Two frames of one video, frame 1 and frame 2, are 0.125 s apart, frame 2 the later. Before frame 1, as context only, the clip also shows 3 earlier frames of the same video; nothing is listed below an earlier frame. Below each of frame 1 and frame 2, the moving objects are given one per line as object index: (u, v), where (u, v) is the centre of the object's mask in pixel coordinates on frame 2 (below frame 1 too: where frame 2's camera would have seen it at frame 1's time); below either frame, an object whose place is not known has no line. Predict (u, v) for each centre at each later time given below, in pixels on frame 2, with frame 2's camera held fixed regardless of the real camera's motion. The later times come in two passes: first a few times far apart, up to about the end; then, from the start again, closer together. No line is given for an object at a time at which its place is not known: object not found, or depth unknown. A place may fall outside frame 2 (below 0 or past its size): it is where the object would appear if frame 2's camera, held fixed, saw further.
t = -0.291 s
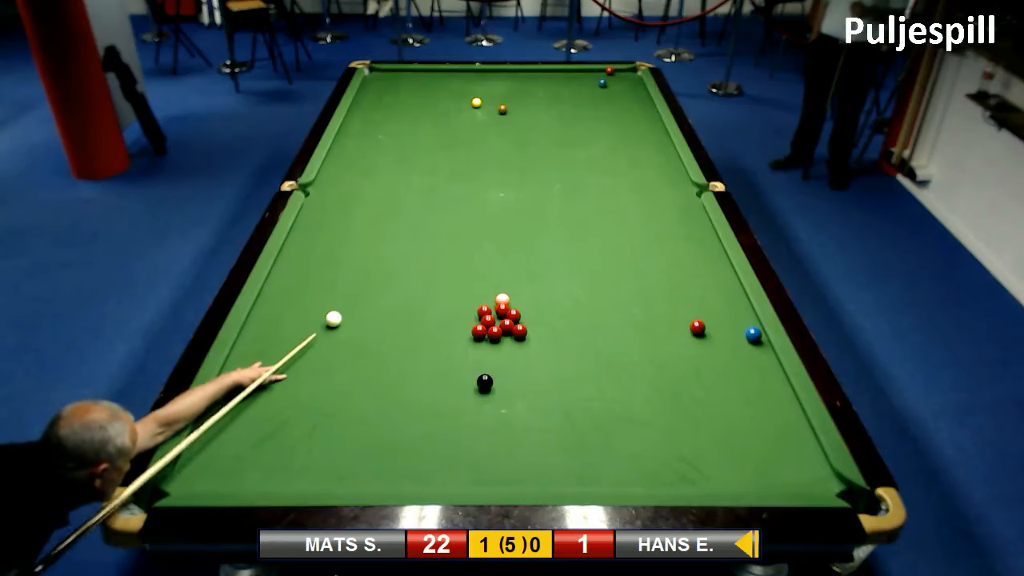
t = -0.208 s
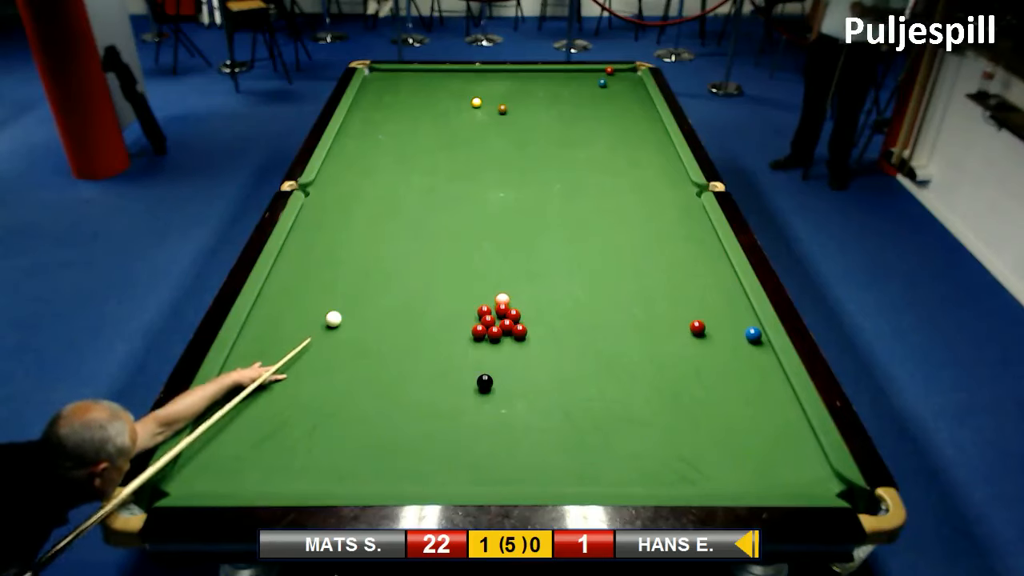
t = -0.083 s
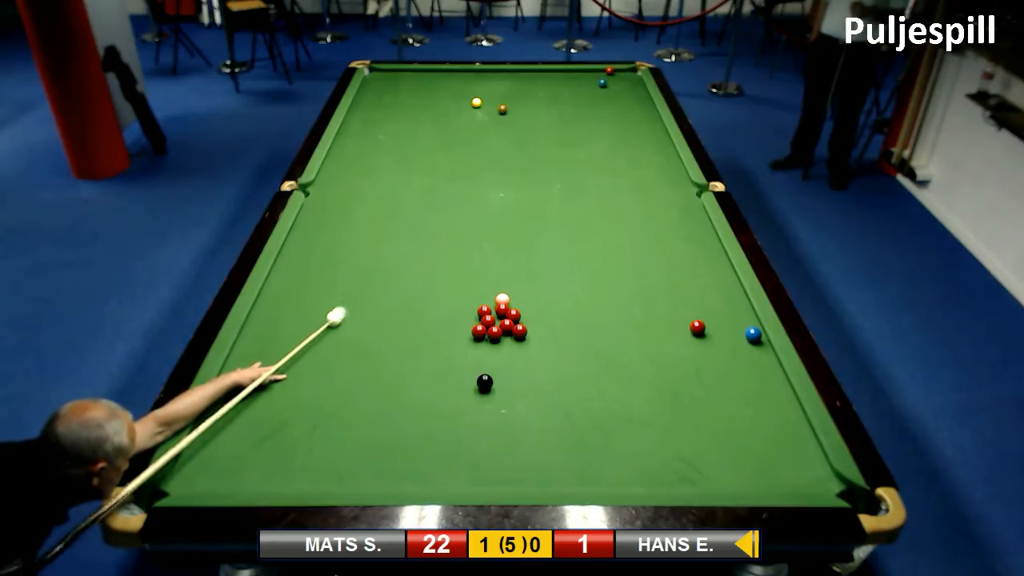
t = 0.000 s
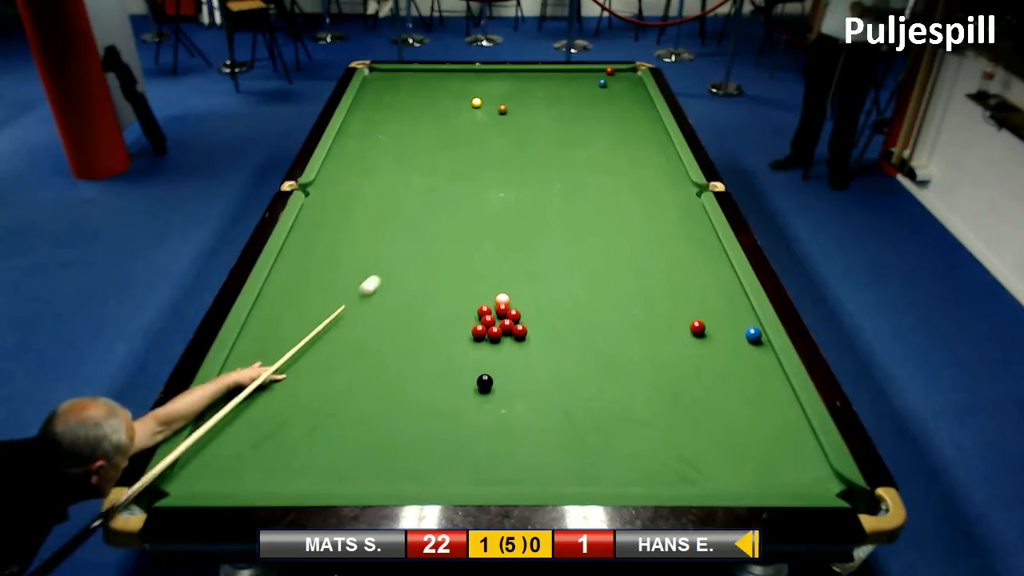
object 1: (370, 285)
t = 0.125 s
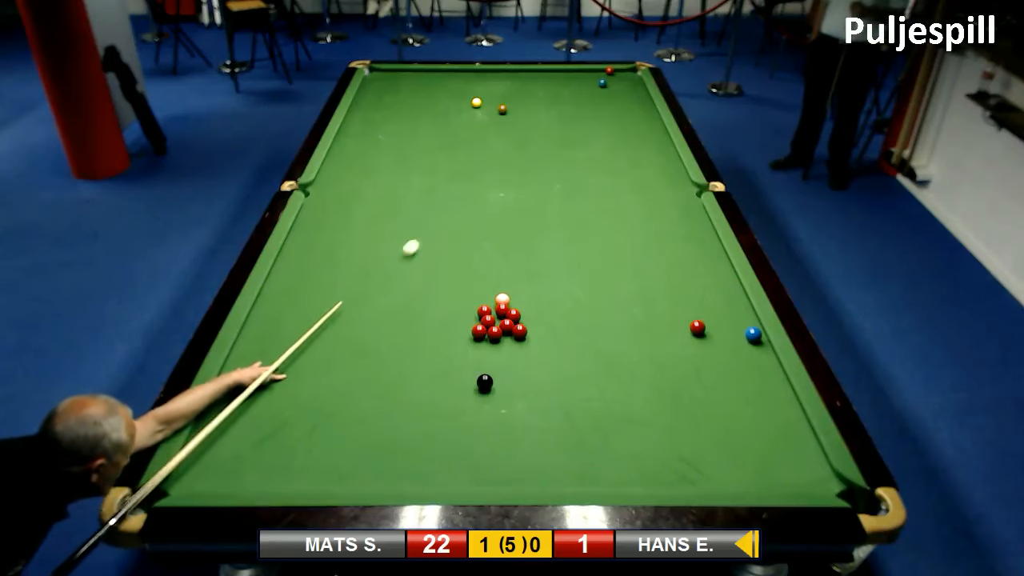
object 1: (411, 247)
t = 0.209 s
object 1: (431, 228)
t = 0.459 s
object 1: (482, 181)
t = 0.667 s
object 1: (516, 149)
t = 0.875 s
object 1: (545, 123)
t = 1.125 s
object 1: (574, 96)
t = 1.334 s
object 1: (594, 77)
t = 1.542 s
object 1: (607, 78)
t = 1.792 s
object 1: (623, 94)
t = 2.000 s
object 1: (638, 109)
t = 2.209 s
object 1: (653, 124)
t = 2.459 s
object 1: (666, 144)
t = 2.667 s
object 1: (669, 160)
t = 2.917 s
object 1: (672, 181)
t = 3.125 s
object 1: (674, 200)
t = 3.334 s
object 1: (677, 220)
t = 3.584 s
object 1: (680, 247)
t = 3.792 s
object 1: (683, 270)
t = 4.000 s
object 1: (686, 296)
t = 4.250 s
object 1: (683, 322)
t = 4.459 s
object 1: (670, 331)
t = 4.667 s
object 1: (657, 341)
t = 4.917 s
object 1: (642, 352)
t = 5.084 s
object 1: (632, 359)
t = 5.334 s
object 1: (619, 369)
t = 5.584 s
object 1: (607, 378)
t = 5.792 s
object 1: (597, 385)
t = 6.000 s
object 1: (589, 392)
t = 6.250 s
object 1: (579, 399)
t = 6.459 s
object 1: (573, 404)
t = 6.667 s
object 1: (567, 409)
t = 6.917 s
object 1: (563, 413)
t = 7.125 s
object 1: (559, 415)
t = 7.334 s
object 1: (557, 417)
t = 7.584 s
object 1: (555, 418)
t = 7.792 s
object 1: (554, 418)
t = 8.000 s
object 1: (554, 418)
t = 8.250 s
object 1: (555, 418)
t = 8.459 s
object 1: (555, 418)
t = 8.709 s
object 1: (555, 418)
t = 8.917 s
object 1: (555, 418)
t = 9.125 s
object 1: (555, 418)
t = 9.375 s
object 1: (555, 418)
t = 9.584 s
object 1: (555, 418)
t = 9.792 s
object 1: (555, 418)
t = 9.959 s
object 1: (555, 418)
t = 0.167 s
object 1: (421, 237)
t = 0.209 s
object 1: (431, 228)
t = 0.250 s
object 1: (441, 220)
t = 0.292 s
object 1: (449, 211)
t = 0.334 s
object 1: (458, 203)
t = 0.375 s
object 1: (467, 195)
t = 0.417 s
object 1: (474, 188)
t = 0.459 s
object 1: (482, 181)
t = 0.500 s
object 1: (489, 174)
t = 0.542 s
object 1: (496, 168)
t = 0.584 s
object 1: (503, 161)
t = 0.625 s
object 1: (510, 156)
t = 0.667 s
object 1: (516, 149)
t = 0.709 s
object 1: (523, 144)
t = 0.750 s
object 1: (528, 138)
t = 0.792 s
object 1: (534, 133)
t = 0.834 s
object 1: (540, 128)
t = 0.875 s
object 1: (545, 123)
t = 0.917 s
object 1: (550, 118)
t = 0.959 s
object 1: (555, 113)
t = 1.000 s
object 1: (560, 109)
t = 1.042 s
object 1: (565, 104)
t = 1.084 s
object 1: (569, 100)
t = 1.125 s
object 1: (574, 96)
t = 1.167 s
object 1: (578, 92)
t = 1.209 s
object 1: (582, 88)
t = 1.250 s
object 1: (586, 84)
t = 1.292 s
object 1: (590, 81)
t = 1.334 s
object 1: (594, 77)
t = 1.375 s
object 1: (597, 73)
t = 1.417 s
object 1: (601, 70)
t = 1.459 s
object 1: (603, 72)
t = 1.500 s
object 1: (605, 75)
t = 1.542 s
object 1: (607, 78)
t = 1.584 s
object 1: (610, 81)
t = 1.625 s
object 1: (612, 84)
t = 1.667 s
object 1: (615, 86)
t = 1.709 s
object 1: (618, 89)
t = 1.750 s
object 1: (620, 92)
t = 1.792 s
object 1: (623, 94)
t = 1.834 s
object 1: (626, 97)
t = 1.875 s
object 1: (629, 100)
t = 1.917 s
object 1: (632, 103)
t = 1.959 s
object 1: (635, 106)
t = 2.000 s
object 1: (638, 109)
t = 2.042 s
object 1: (640, 112)
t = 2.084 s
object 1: (643, 115)
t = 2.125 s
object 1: (647, 118)
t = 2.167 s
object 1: (650, 121)
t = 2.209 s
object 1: (653, 124)
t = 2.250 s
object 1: (656, 127)
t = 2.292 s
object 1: (659, 131)
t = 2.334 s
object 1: (663, 134)
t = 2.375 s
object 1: (665, 137)
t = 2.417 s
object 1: (666, 140)
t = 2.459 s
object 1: (666, 144)
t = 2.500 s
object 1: (667, 147)
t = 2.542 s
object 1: (667, 150)
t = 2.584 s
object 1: (668, 153)
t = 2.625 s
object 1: (668, 157)
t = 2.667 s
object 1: (669, 160)
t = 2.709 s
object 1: (669, 163)
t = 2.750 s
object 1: (669, 167)
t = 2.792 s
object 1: (670, 171)
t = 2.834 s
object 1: (671, 174)
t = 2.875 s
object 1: (671, 178)
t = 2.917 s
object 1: (672, 181)
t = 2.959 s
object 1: (672, 185)
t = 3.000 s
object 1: (673, 189)
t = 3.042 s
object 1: (673, 193)
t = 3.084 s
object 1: (674, 196)
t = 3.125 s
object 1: (674, 200)
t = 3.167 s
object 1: (675, 204)
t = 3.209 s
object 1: (675, 208)
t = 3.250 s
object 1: (676, 212)
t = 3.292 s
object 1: (676, 216)
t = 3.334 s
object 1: (677, 220)
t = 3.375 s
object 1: (677, 225)
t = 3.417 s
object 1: (678, 229)
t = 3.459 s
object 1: (678, 233)
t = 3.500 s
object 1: (679, 238)
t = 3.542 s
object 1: (680, 242)
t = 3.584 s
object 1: (680, 247)
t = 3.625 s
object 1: (681, 251)
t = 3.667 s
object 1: (681, 256)
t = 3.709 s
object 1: (682, 260)
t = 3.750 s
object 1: (682, 266)
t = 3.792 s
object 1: (683, 270)
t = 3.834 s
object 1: (684, 275)
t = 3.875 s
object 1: (684, 280)
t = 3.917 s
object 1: (685, 285)
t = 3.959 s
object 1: (686, 291)
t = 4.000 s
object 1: (686, 296)
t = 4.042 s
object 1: (687, 301)
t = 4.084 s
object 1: (687, 306)
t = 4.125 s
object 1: (688, 312)
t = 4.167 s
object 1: (688, 317)
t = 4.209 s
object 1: (686, 320)
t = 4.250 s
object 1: (683, 322)
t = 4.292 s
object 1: (680, 324)
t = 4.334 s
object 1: (678, 325)
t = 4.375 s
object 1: (675, 327)
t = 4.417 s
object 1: (672, 329)
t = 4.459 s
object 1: (670, 331)
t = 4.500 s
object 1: (667, 333)
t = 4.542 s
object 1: (665, 335)
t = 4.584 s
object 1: (662, 337)
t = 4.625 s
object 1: (659, 339)
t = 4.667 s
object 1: (657, 341)
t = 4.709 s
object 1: (654, 343)
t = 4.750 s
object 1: (652, 345)
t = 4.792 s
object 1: (649, 346)
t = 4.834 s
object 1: (647, 348)
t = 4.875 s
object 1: (645, 350)
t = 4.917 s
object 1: (642, 352)
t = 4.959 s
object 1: (640, 353)
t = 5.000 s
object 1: (637, 355)
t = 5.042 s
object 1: (635, 357)
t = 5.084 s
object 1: (632, 359)
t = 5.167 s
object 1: (628, 362)
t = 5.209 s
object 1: (626, 364)
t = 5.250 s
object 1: (623, 365)
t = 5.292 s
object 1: (621, 367)
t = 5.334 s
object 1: (619, 369)
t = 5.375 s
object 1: (617, 370)
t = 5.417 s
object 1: (615, 372)
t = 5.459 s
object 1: (613, 373)
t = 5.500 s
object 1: (610, 375)
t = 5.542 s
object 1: (609, 376)
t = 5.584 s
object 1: (607, 378)
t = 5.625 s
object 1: (605, 379)
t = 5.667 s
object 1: (603, 381)
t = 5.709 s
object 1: (601, 382)
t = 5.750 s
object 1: (599, 384)
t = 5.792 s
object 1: (597, 385)
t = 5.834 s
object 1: (595, 386)
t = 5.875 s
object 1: (594, 388)
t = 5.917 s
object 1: (592, 389)
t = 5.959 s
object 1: (590, 391)
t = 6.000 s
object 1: (589, 392)
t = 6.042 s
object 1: (587, 393)
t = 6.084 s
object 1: (585, 394)
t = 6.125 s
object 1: (584, 396)
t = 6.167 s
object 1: (582, 397)
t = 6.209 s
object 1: (581, 398)
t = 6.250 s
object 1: (579, 399)
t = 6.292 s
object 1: (578, 400)
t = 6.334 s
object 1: (577, 401)
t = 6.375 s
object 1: (575, 402)
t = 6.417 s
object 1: (574, 403)
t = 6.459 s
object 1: (573, 404)
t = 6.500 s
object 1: (572, 405)
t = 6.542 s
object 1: (571, 406)
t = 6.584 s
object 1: (570, 407)
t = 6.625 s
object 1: (568, 408)
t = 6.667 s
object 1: (567, 409)
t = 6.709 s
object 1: (567, 409)
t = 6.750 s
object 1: (566, 410)
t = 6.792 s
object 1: (565, 411)
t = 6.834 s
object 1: (564, 412)
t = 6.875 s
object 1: (563, 412)
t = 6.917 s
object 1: (563, 413)
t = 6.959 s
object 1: (562, 414)
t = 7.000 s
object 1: (561, 414)
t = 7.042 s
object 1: (560, 415)
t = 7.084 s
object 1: (560, 415)
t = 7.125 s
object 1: (559, 415)
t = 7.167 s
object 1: (559, 416)
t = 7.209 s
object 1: (558, 416)
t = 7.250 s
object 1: (558, 417)
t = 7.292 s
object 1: (557, 417)
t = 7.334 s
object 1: (557, 417)
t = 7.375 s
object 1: (556, 418)
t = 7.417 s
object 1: (556, 418)
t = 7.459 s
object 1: (555, 418)
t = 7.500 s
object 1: (555, 418)
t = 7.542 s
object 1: (555, 418)
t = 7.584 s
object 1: (555, 418)
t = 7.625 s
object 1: (554, 418)
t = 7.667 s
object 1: (554, 418)
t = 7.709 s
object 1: (554, 418)
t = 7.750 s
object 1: (554, 418)
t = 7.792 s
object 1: (554, 418)
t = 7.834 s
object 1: (554, 418)
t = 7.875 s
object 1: (554, 418)
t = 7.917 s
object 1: (554, 418)
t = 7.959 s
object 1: (554, 418)
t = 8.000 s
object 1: (554, 418)
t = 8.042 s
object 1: (554, 418)
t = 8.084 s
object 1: (554, 418)
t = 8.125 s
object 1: (555, 418)
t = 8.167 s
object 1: (555, 418)
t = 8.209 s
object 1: (555, 418)
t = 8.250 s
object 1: (555, 418)
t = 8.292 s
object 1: (555, 418)
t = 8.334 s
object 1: (555, 418)
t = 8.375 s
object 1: (555, 418)
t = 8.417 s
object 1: (555, 418)
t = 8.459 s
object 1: (555, 418)
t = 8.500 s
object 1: (555, 418)
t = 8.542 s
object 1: (555, 418)
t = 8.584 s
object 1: (555, 418)
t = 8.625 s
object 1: (555, 418)
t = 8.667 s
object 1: (555, 418)
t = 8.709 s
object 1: (555, 418)
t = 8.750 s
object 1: (555, 418)
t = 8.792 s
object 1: (555, 418)
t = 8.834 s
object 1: (555, 418)
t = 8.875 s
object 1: (555, 418)
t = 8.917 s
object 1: (555, 418)
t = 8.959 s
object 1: (555, 418)
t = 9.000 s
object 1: (555, 418)
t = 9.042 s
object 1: (555, 418)
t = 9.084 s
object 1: (555, 418)
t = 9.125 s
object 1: (555, 418)
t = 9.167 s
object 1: (555, 418)
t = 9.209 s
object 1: (555, 418)
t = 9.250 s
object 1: (555, 418)
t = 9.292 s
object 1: (555, 418)
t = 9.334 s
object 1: (555, 418)
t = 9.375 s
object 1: (555, 418)
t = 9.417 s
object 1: (555, 418)
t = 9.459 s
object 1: (555, 418)
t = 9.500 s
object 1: (555, 418)
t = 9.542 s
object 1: (555, 418)
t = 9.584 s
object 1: (555, 418)
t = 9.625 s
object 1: (555, 418)
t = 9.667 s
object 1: (555, 418)
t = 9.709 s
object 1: (555, 418)
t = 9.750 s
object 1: (555, 418)
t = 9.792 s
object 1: (555, 418)
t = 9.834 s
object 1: (555, 418)
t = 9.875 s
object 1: (555, 418)
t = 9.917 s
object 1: (555, 418)
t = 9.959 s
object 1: (555, 418)
